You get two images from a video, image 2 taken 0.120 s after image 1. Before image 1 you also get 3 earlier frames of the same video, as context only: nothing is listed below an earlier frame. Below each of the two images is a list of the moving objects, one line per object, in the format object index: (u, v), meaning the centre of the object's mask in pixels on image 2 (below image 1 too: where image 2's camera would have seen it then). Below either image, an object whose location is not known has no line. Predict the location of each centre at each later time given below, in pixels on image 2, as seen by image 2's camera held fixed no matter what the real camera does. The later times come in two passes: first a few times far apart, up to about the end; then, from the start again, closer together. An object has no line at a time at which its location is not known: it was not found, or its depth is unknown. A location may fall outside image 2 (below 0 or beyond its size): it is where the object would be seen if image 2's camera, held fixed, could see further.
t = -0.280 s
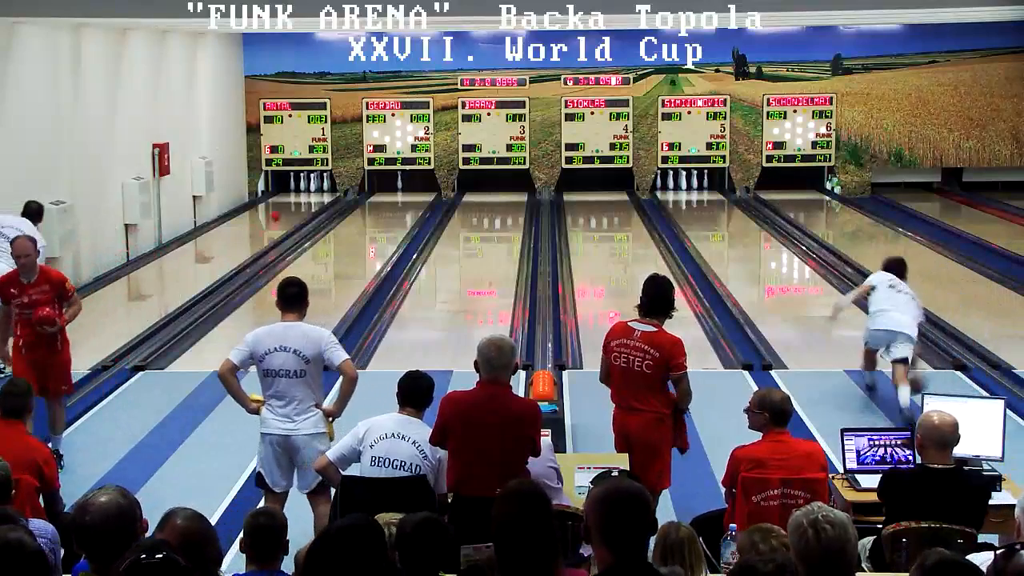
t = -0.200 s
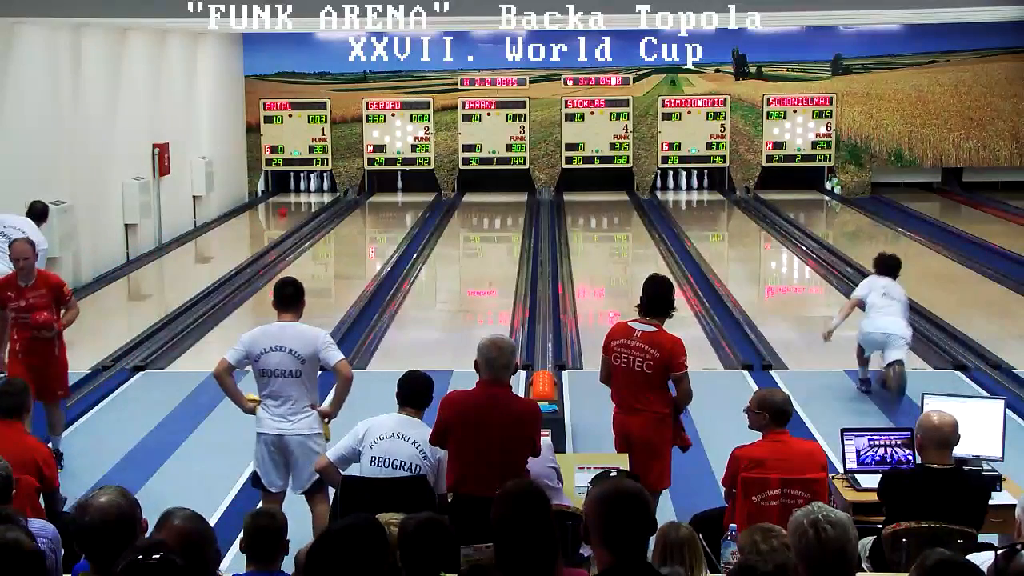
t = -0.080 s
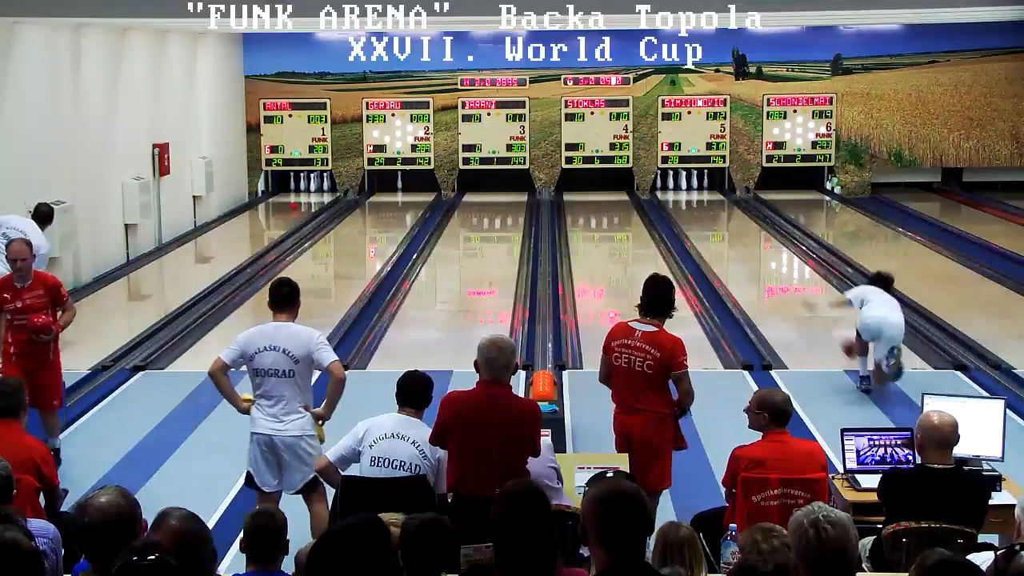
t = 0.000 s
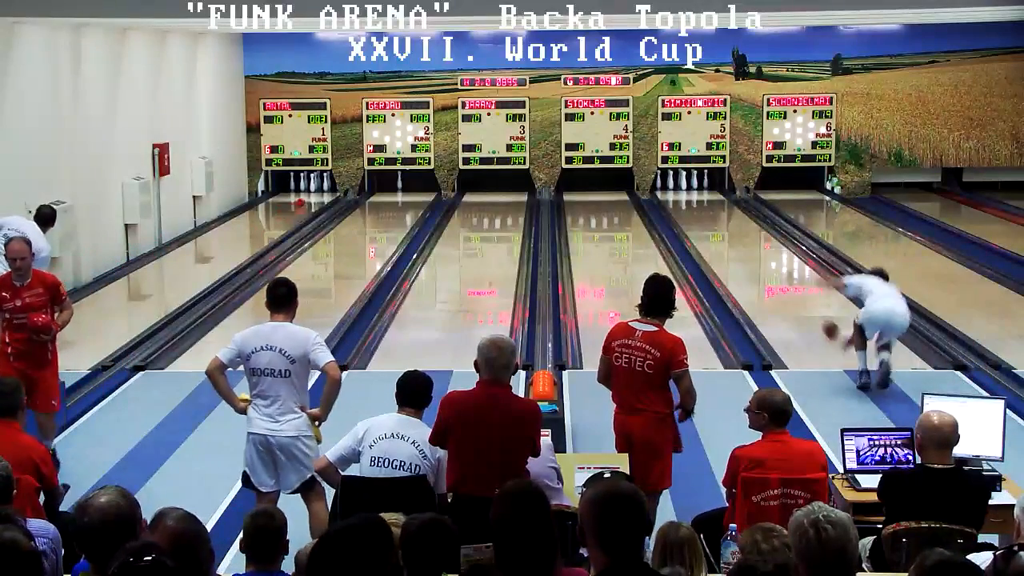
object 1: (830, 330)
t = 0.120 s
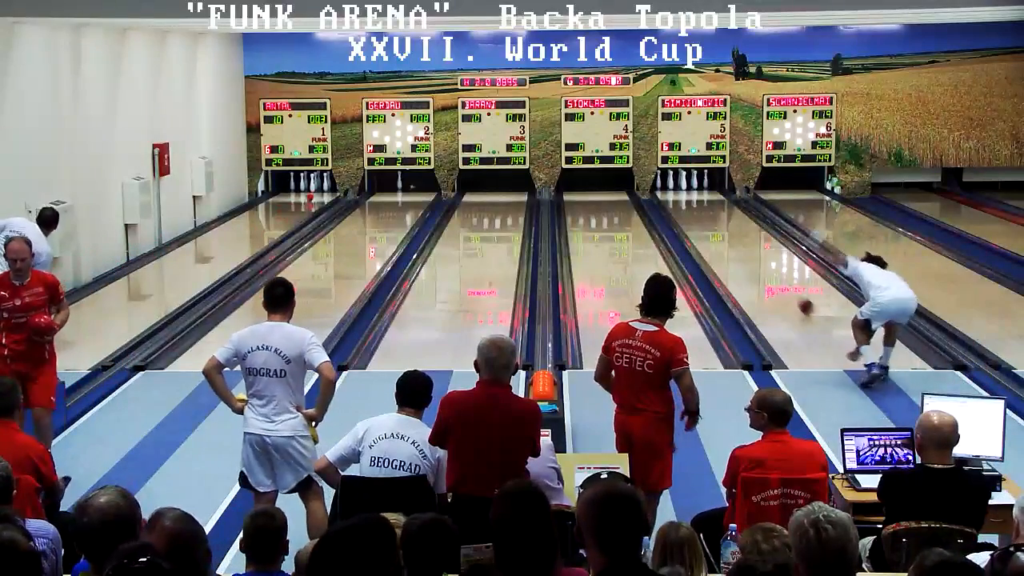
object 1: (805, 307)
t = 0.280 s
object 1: (779, 282)
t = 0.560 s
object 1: (744, 248)
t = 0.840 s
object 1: (719, 223)
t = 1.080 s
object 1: (703, 208)
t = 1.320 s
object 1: (689, 195)
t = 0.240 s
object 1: (786, 288)
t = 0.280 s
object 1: (779, 282)
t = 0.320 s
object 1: (773, 276)
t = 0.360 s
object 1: (768, 271)
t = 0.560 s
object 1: (744, 248)
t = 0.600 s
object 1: (740, 244)
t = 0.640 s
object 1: (736, 240)
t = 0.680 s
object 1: (733, 236)
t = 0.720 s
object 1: (729, 233)
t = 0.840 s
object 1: (719, 223)
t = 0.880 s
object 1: (716, 221)
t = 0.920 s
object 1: (713, 218)
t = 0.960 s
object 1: (710, 215)
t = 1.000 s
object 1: (708, 212)
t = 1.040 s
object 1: (706, 210)
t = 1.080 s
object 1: (703, 208)
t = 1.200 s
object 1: (696, 201)
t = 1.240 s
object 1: (694, 198)
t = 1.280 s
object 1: (691, 196)
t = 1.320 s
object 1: (689, 195)
